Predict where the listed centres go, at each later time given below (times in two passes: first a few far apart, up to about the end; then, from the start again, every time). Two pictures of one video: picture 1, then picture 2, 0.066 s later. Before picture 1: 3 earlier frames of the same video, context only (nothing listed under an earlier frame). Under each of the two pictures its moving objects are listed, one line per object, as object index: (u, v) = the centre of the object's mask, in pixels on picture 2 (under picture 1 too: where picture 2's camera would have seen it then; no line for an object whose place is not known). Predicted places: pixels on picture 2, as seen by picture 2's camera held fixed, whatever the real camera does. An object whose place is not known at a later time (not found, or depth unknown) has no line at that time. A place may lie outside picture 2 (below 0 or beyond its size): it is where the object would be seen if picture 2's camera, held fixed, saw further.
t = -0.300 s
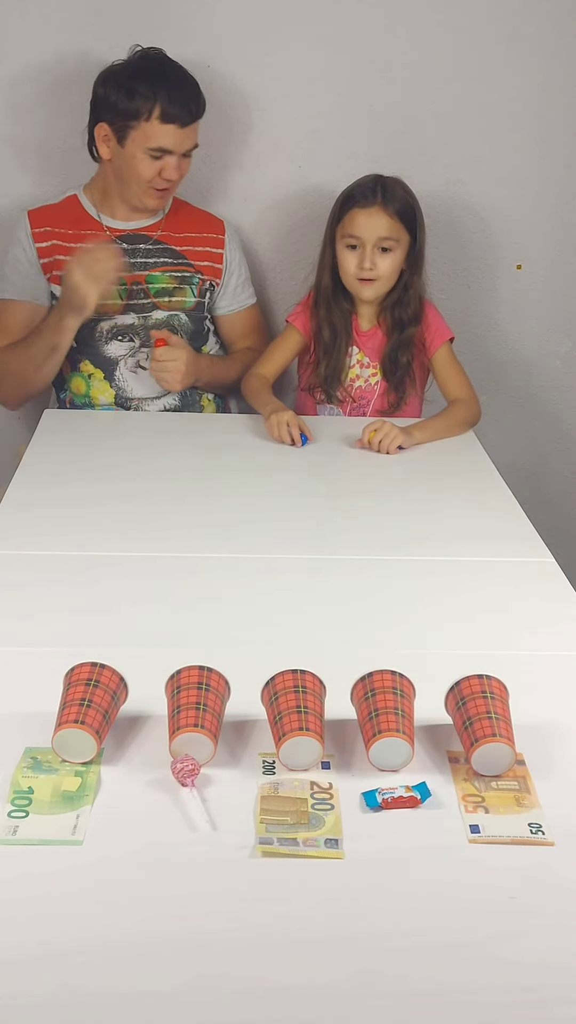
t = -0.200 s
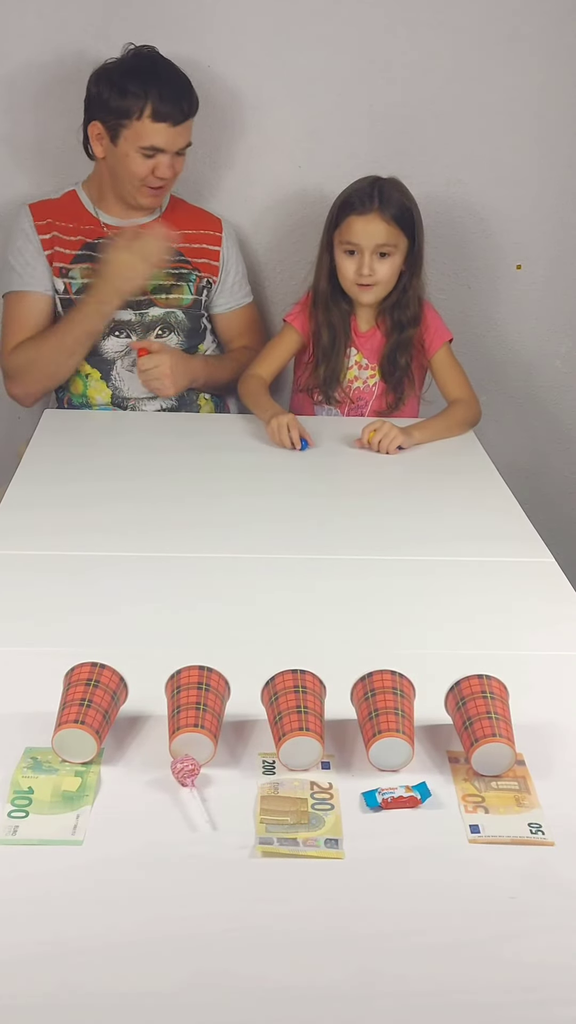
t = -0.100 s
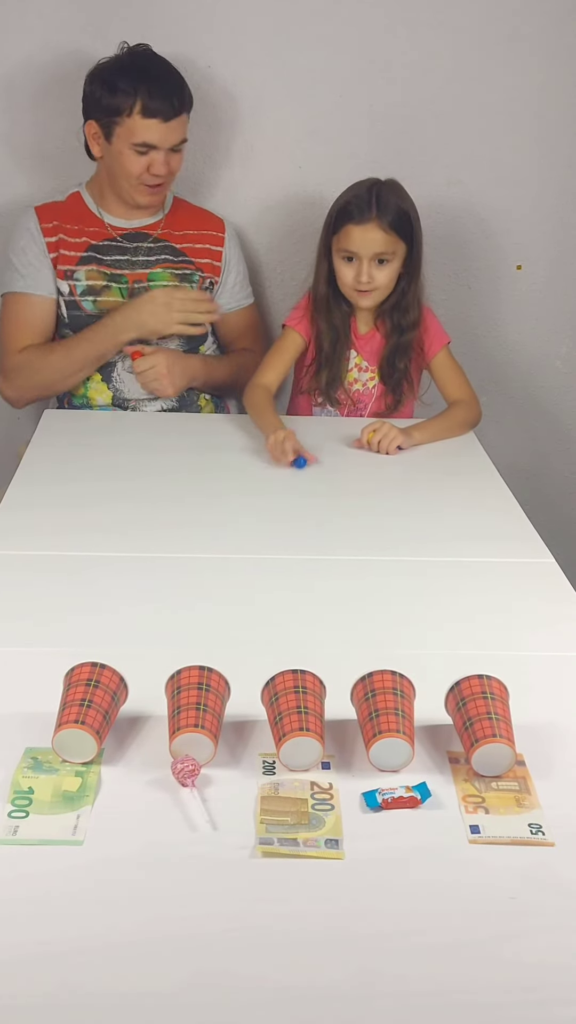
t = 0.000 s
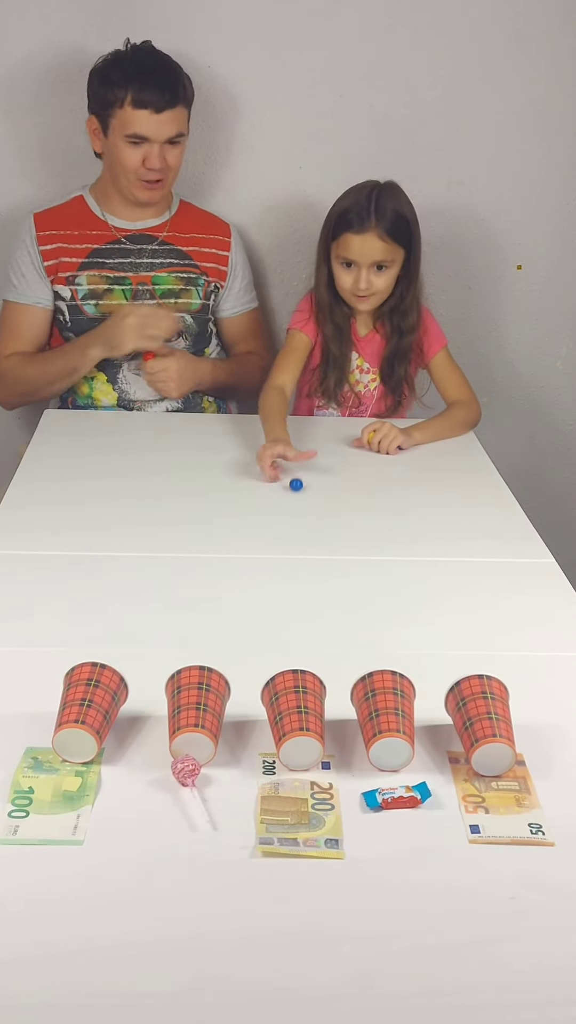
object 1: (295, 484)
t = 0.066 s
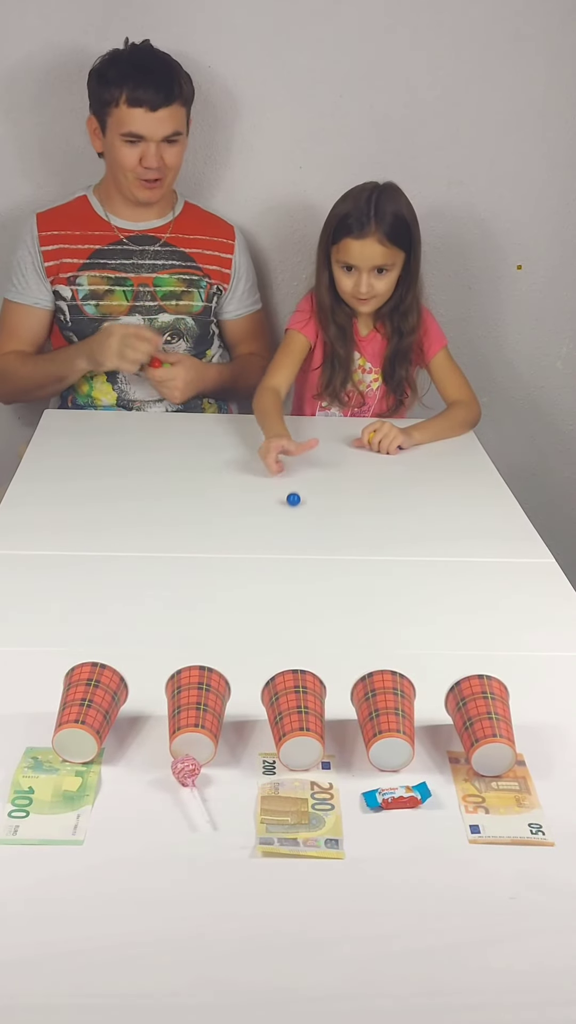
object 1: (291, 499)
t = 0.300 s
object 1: (282, 546)
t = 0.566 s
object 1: (267, 609)
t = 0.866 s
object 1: (243, 693)
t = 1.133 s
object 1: (220, 789)
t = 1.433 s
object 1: (201, 933)
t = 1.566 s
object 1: (189, 1010)
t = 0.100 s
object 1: (290, 503)
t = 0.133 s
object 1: (289, 511)
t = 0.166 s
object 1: (287, 517)
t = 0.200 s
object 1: (286, 525)
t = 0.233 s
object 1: (284, 532)
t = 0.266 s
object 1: (283, 539)
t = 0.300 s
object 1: (282, 546)
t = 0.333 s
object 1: (281, 551)
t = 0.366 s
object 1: (279, 560)
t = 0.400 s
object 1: (277, 567)
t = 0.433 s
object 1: (275, 575)
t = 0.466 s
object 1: (273, 584)
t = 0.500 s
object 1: (271, 592)
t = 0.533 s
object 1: (269, 601)
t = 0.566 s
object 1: (267, 609)
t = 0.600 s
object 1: (265, 618)
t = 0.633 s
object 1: (262, 627)
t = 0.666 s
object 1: (260, 637)
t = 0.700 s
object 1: (258, 643)
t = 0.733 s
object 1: (255, 652)
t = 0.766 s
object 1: (252, 662)
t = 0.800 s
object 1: (249, 672)
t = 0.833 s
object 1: (246, 682)
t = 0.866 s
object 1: (243, 693)
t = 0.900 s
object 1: (239, 704)
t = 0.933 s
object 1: (235, 716)
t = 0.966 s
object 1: (232, 728)
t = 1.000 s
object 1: (229, 739)
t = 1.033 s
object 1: (227, 751)
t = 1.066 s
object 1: (225, 762)
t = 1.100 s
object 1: (222, 775)
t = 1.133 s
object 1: (220, 789)
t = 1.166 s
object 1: (217, 804)
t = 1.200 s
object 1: (215, 818)
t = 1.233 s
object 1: (214, 833)
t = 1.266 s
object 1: (212, 847)
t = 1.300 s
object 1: (210, 863)
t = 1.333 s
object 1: (208, 880)
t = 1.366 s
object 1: (206, 897)
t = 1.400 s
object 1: (203, 915)
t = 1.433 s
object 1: (201, 933)
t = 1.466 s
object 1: (198, 952)
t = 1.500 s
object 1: (195, 972)
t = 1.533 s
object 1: (192, 993)
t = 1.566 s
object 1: (189, 1010)
